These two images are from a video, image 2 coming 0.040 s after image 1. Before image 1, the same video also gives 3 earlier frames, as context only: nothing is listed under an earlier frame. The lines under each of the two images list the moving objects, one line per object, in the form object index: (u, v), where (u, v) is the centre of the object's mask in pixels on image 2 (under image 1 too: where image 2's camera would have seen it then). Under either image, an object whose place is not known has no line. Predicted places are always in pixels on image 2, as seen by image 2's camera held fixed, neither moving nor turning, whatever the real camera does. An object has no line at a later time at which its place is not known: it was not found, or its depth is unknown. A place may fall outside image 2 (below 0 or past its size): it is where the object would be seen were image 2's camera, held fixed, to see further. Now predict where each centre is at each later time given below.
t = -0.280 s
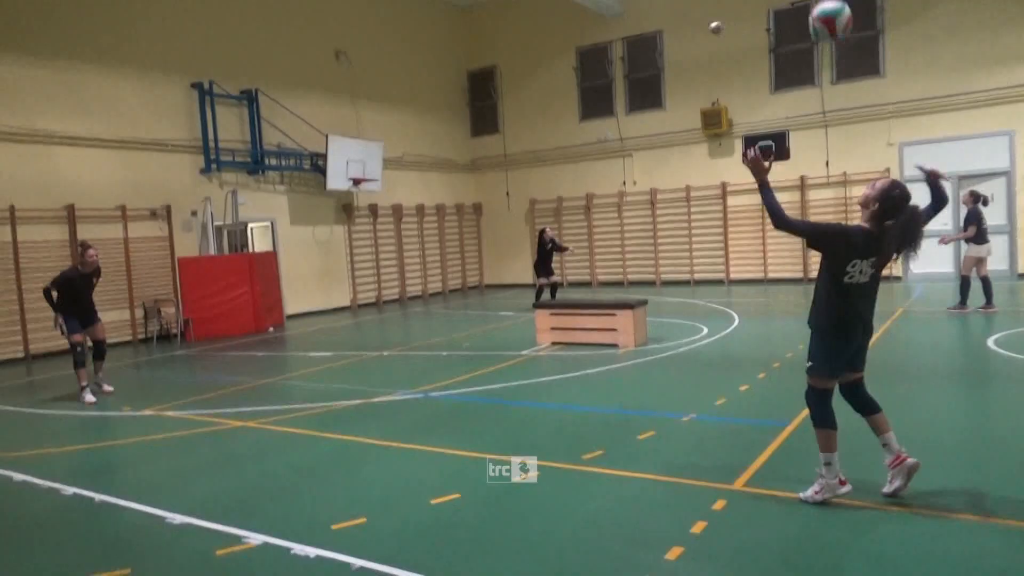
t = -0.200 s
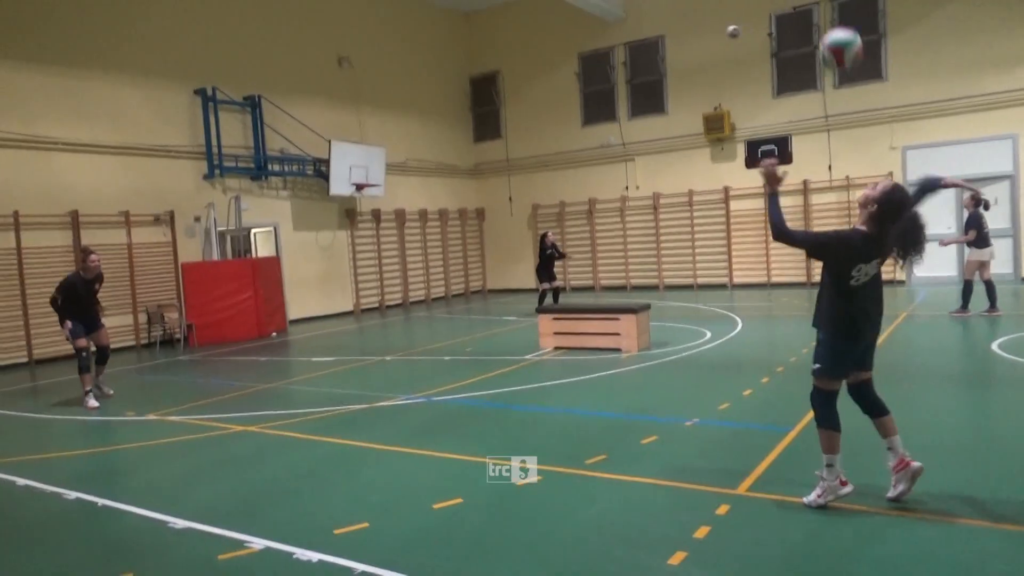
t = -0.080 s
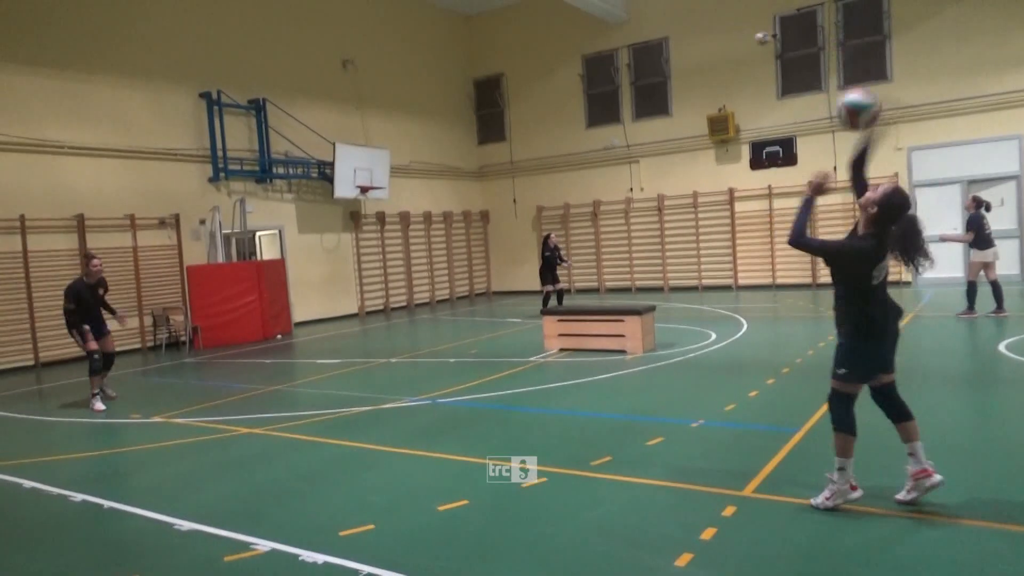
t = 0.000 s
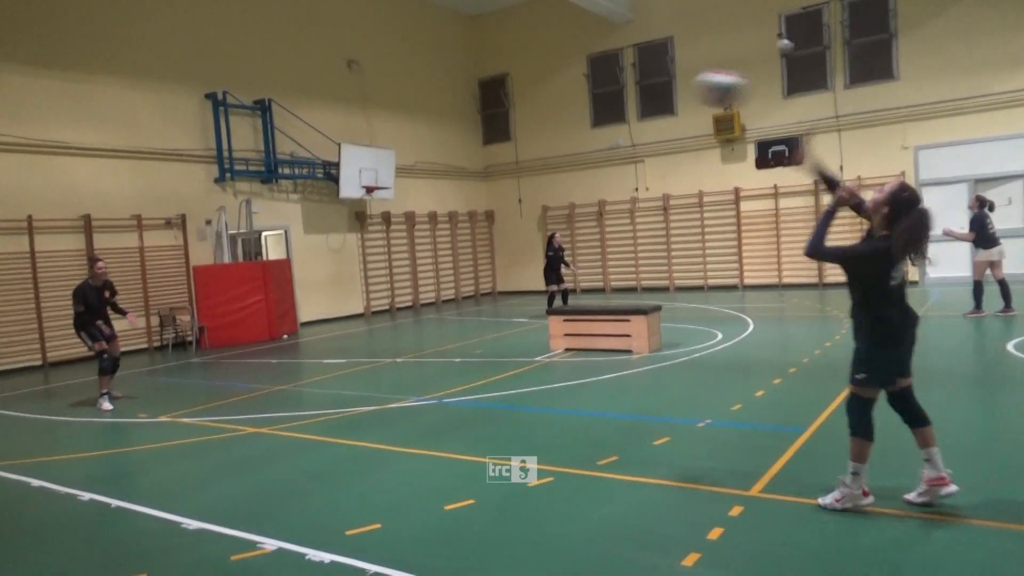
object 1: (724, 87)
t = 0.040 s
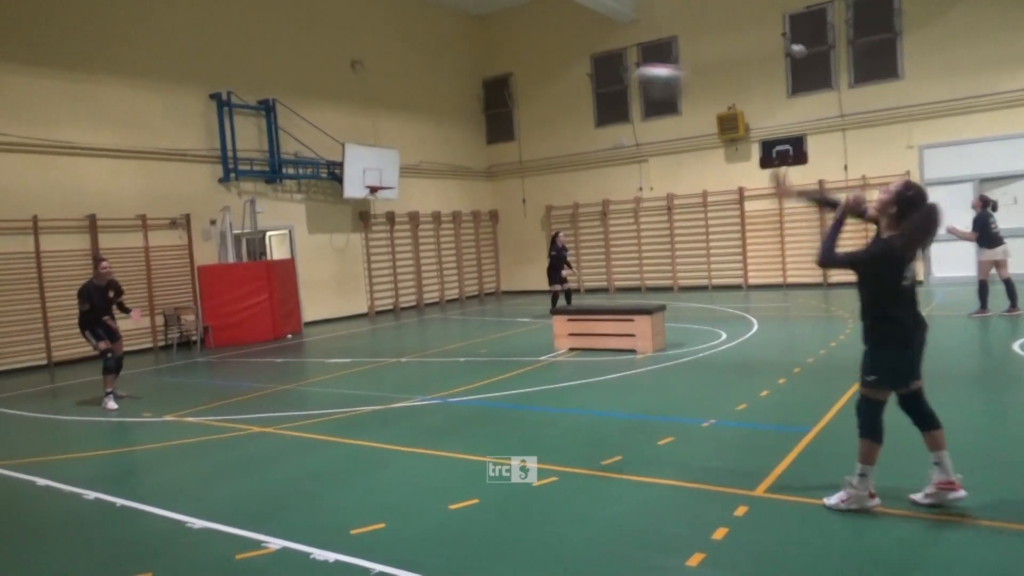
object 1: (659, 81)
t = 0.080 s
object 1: (603, 76)
